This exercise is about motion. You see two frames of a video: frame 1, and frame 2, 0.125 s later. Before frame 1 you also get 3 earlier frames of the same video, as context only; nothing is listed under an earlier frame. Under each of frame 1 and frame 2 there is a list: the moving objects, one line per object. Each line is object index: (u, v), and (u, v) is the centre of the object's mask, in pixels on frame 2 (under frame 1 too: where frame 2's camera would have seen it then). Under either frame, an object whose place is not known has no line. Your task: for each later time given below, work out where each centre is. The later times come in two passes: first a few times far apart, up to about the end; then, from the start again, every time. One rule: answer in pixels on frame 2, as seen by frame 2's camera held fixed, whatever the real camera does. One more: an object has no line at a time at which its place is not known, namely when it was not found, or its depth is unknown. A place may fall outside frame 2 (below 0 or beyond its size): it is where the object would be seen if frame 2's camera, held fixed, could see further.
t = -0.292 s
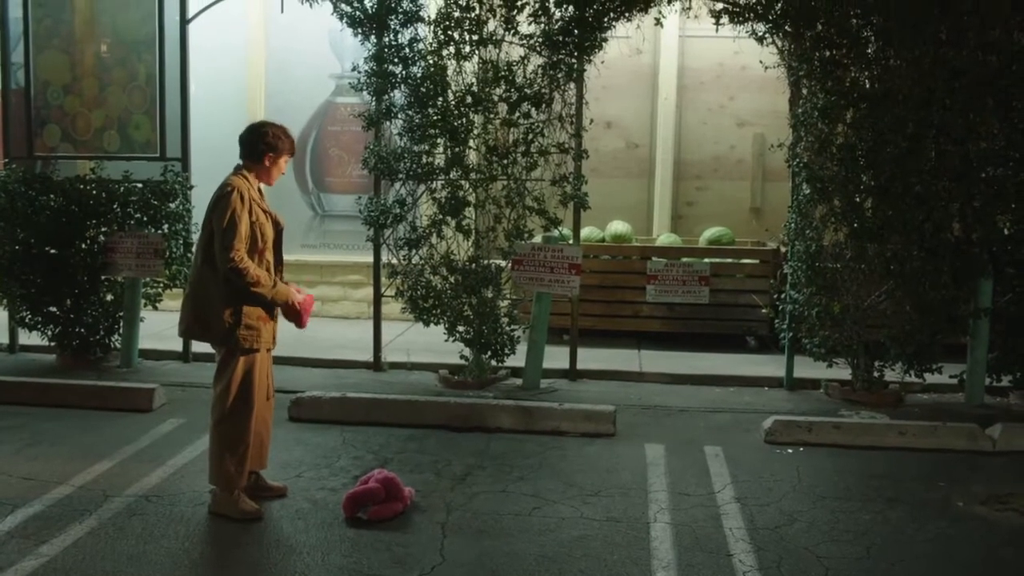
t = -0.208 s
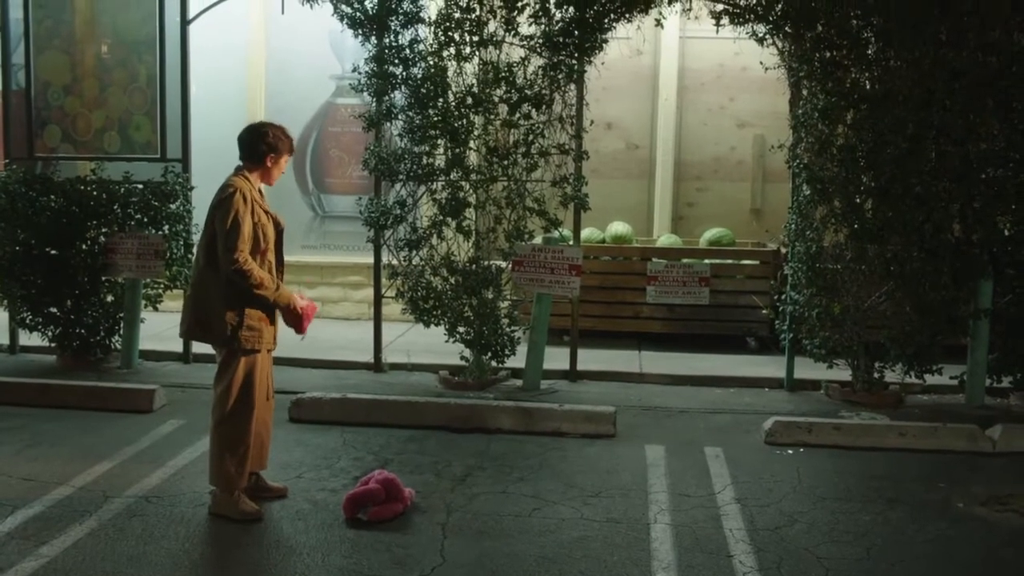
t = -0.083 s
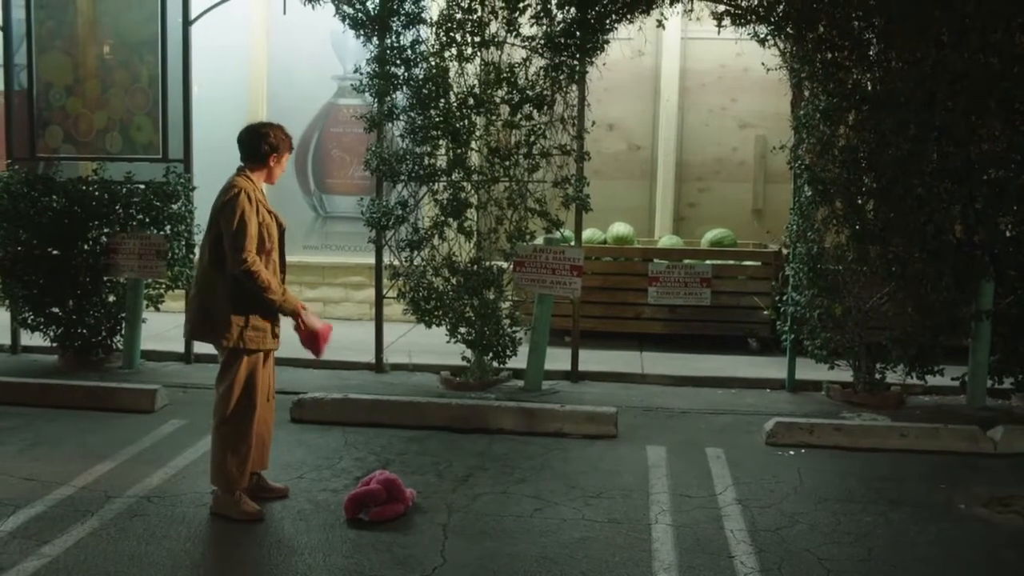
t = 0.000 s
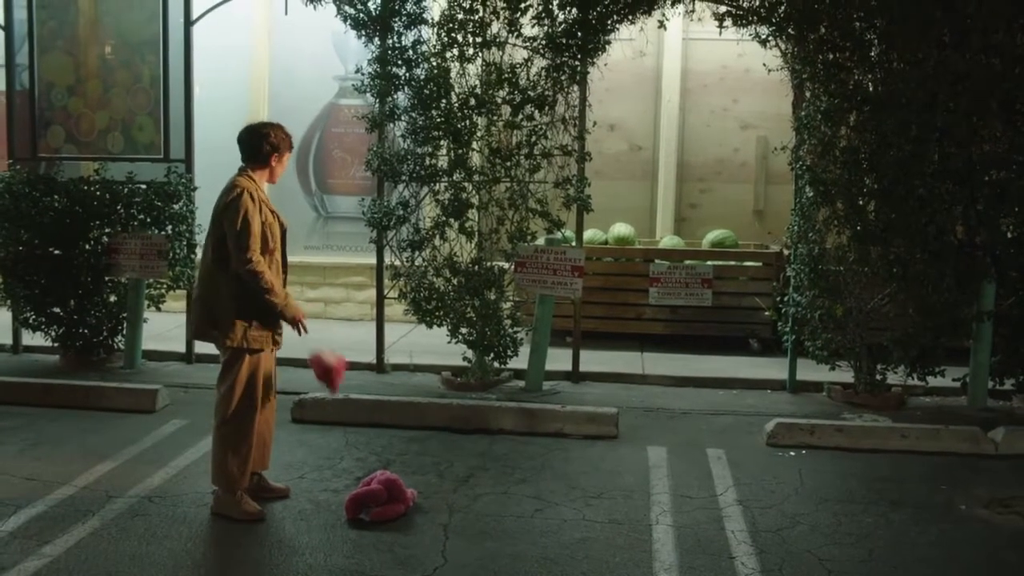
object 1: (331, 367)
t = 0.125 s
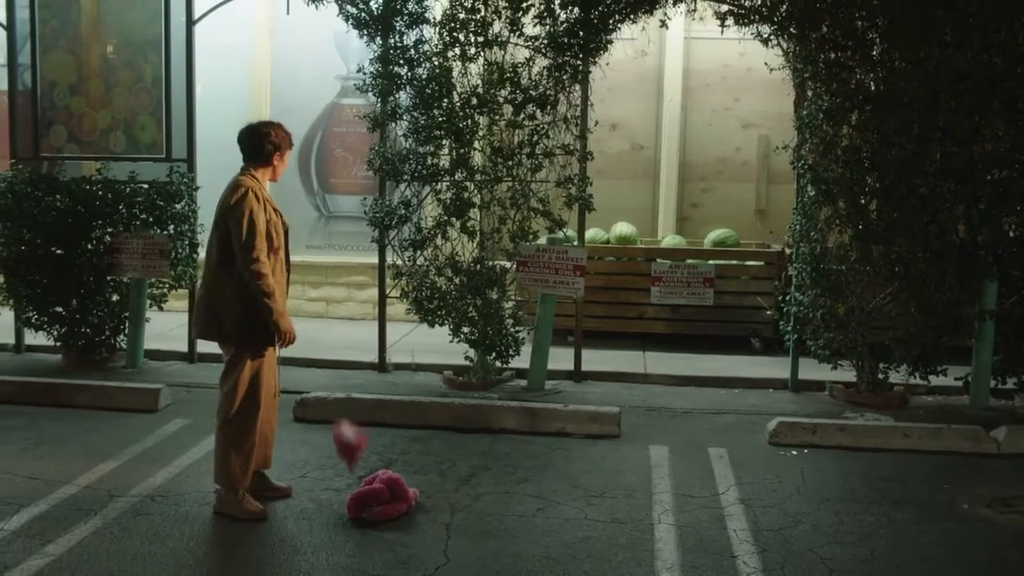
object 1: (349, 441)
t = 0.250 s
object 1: (373, 467)
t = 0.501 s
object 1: (424, 466)
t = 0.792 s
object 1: (464, 464)
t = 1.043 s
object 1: (472, 463)
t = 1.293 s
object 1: (464, 466)
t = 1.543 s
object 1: (462, 466)
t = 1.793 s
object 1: (465, 466)
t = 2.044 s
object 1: (466, 466)
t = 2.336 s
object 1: (465, 466)
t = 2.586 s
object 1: (465, 466)
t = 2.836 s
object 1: (465, 466)
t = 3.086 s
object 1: (465, 466)
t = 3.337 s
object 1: (465, 466)
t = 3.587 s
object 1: (465, 466)
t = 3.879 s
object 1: (465, 466)
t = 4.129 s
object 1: (465, 466)
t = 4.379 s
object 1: (465, 466)
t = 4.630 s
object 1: (465, 466)
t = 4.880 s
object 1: (465, 466)
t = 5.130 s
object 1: (465, 466)
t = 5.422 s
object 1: (465, 465)
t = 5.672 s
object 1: (465, 465)
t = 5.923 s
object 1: (465, 465)
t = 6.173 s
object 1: (465, 465)
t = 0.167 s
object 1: (354, 470)
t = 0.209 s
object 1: (360, 474)
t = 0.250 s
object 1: (373, 467)
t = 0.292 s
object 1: (383, 462)
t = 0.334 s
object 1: (391, 460)
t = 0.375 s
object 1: (400, 460)
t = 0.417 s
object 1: (410, 463)
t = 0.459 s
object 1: (418, 466)
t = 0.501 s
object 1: (424, 466)
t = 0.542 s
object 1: (431, 465)
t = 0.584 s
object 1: (439, 464)
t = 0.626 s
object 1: (447, 464)
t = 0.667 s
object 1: (452, 460)
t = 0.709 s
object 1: (457, 460)
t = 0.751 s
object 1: (461, 463)
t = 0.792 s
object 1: (464, 464)
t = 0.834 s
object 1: (468, 465)
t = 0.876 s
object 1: (470, 465)
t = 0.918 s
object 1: (472, 464)
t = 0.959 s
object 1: (473, 464)
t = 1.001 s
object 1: (472, 463)
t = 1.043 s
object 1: (472, 463)
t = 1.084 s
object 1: (470, 463)
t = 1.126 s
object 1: (468, 464)
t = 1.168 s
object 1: (467, 464)
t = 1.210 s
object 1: (465, 465)
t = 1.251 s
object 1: (465, 465)
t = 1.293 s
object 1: (464, 466)
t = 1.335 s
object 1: (463, 466)
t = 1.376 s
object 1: (463, 466)
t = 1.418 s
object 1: (462, 466)
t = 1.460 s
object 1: (462, 466)
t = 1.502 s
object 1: (462, 466)
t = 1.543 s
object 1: (462, 466)
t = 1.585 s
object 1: (462, 466)
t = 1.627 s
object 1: (463, 466)
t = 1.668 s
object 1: (463, 466)
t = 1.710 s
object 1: (464, 466)
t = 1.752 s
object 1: (464, 466)
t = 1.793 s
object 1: (465, 466)
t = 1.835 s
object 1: (466, 465)
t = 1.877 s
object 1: (466, 466)
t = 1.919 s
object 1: (466, 466)
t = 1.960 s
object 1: (466, 466)
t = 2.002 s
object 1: (466, 466)
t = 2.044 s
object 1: (466, 466)
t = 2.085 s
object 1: (466, 466)
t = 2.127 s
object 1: (466, 466)
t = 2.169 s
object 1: (465, 466)
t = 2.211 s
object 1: (465, 466)
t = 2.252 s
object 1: (465, 466)
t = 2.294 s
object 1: (465, 466)
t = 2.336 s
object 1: (465, 466)
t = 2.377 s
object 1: (465, 466)
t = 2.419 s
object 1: (465, 466)
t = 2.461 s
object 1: (465, 466)
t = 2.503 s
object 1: (465, 466)
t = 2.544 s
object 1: (465, 466)
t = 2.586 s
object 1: (465, 466)
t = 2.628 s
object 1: (465, 466)
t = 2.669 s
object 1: (465, 466)
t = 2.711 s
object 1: (465, 466)
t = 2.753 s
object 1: (466, 466)
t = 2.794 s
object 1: (465, 466)
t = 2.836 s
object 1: (465, 466)
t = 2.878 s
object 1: (465, 466)
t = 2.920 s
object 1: (465, 466)
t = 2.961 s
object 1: (465, 466)
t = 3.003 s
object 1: (465, 466)
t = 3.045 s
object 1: (465, 466)
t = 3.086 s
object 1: (465, 466)
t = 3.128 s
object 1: (465, 466)
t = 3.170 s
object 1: (465, 466)
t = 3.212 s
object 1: (465, 466)
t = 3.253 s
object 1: (465, 466)
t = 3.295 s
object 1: (465, 466)
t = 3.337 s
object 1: (465, 466)
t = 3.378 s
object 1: (465, 466)
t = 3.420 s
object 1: (465, 466)
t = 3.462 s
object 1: (465, 466)
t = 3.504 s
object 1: (465, 466)
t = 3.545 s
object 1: (465, 466)
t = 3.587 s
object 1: (465, 466)
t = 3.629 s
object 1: (465, 466)
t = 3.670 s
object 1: (465, 466)
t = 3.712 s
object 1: (465, 466)
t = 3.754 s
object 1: (465, 466)
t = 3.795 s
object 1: (465, 466)
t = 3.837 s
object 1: (465, 466)
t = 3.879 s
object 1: (465, 466)
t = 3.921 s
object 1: (465, 466)
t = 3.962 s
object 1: (465, 466)
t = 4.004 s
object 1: (465, 466)
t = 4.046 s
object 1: (465, 466)
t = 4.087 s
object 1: (465, 466)
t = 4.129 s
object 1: (465, 466)
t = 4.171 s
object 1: (465, 466)
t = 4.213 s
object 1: (465, 466)
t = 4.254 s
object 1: (465, 466)
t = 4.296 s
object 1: (465, 466)
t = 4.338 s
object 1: (465, 466)
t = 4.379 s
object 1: (465, 466)
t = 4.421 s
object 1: (465, 466)
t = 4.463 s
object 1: (465, 466)
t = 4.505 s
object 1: (465, 466)
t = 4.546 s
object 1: (465, 466)
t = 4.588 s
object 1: (465, 466)
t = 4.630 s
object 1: (465, 466)
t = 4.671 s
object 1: (465, 466)
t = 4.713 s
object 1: (465, 466)
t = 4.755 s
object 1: (465, 466)
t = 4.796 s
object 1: (465, 466)
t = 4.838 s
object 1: (465, 466)
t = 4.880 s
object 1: (465, 466)
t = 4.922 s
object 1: (465, 466)
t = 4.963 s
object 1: (465, 466)
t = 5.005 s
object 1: (465, 466)
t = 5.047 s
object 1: (465, 466)
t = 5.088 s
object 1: (465, 465)
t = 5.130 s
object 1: (465, 466)
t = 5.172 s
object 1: (465, 466)
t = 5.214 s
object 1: (465, 465)
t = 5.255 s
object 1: (465, 465)
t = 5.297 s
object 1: (465, 466)
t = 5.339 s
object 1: (465, 465)
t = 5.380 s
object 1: (465, 466)
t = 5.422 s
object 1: (465, 465)
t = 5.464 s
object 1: (465, 465)
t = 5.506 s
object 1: (465, 465)
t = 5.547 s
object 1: (465, 465)
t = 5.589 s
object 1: (465, 465)
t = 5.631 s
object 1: (465, 465)
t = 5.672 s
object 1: (465, 465)
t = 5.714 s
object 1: (465, 465)
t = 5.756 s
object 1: (465, 465)
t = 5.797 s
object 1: (465, 465)
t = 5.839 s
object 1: (465, 465)
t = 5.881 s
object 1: (465, 465)
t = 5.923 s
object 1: (465, 465)
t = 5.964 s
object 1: (465, 465)
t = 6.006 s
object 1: (465, 465)
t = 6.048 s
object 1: (465, 465)
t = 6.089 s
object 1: (465, 465)
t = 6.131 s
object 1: (465, 465)
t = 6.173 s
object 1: (465, 465)
